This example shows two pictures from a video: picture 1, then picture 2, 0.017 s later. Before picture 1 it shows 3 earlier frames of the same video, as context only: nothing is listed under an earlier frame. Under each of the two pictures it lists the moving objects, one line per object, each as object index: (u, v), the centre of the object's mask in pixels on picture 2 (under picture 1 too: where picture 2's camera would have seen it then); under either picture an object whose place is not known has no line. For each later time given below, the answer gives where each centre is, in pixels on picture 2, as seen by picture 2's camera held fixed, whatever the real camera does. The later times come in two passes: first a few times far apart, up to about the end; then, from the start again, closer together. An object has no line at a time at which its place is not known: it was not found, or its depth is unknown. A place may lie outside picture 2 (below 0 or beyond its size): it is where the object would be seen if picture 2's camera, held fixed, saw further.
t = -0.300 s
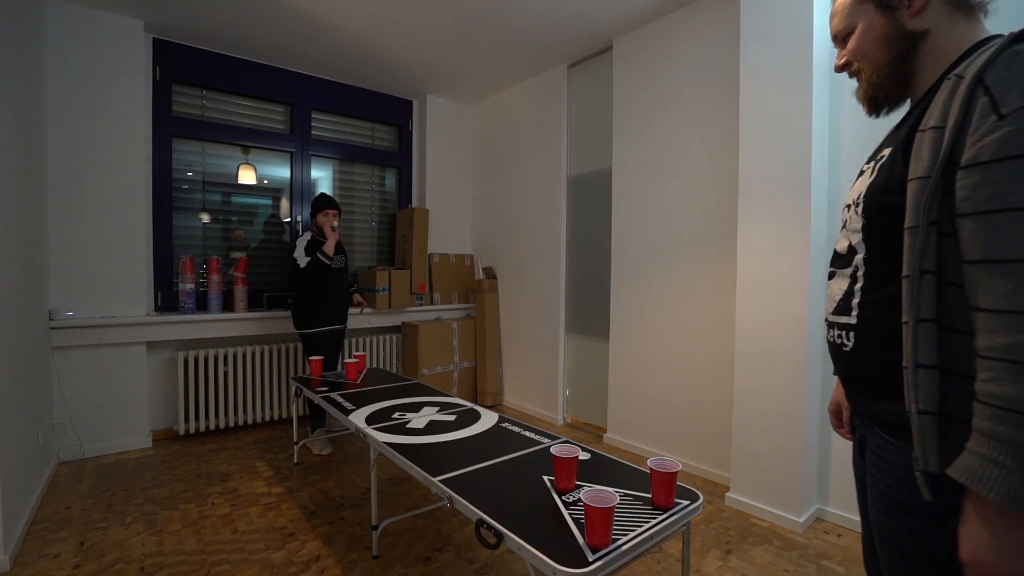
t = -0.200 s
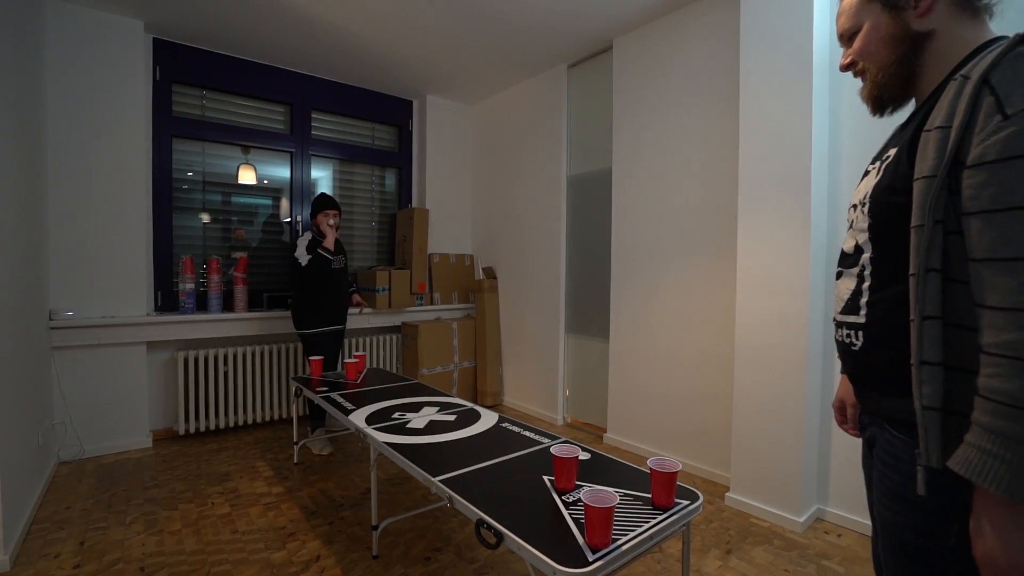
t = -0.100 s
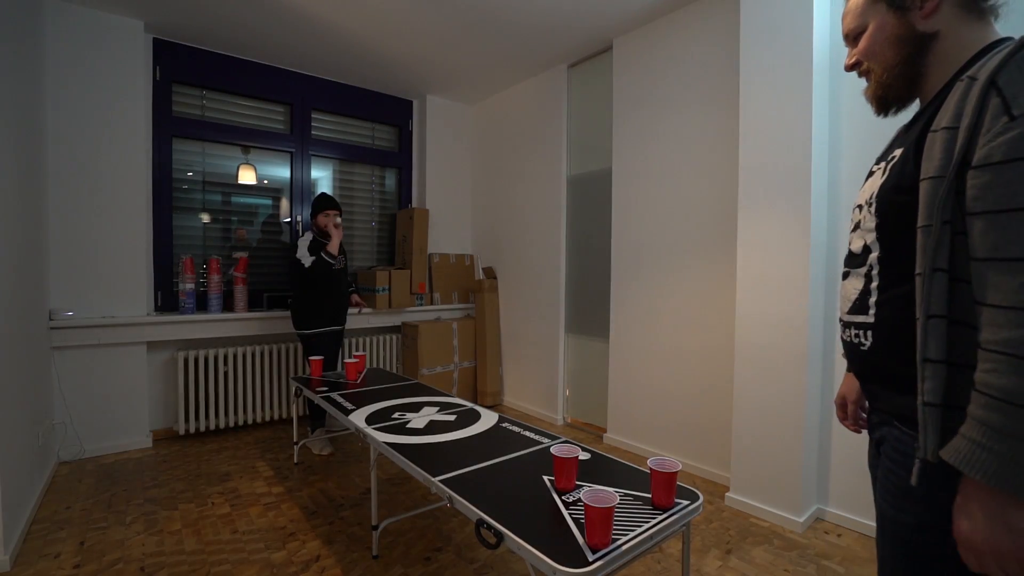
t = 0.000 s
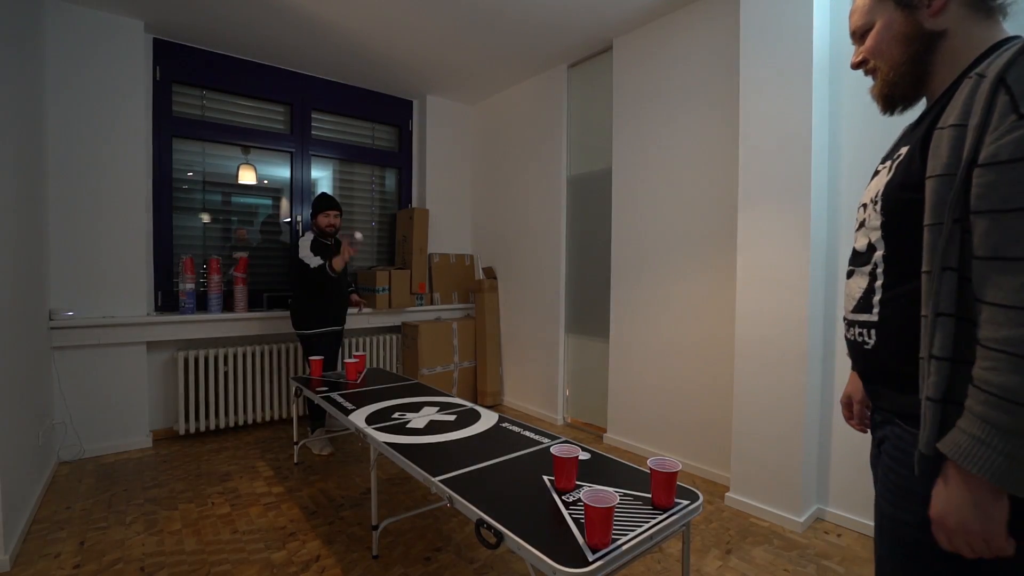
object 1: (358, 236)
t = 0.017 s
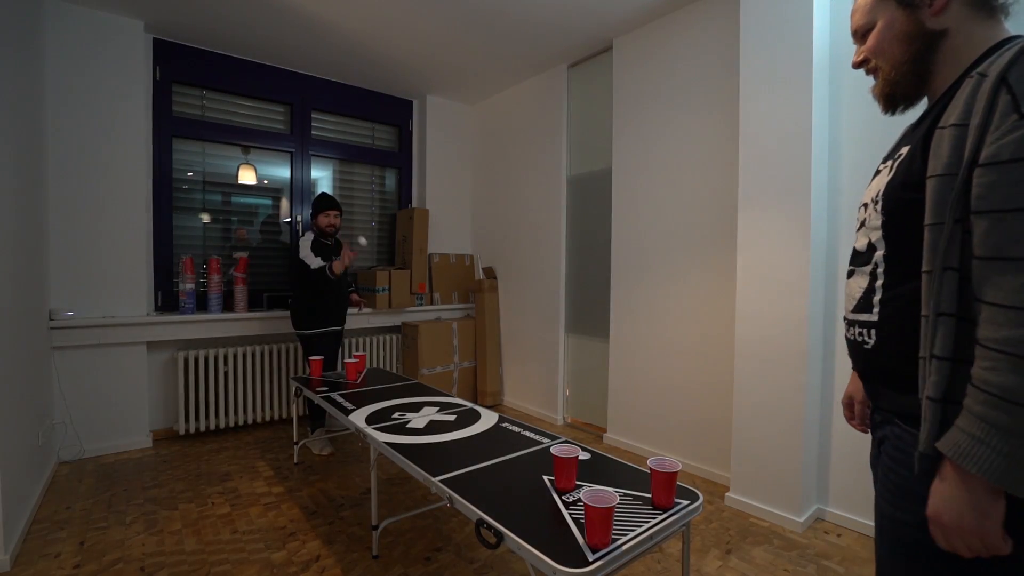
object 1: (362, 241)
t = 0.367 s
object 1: (462, 383)
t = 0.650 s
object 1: (534, 370)
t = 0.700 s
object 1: (549, 394)
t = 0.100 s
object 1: (384, 276)
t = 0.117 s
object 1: (389, 286)
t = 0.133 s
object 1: (394, 297)
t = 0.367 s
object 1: (462, 383)
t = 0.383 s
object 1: (465, 376)
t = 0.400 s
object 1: (469, 370)
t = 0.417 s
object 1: (473, 365)
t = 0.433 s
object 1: (477, 360)
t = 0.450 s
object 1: (480, 357)
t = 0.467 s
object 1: (484, 353)
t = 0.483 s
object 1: (489, 351)
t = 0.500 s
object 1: (493, 349)
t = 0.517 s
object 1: (497, 348)
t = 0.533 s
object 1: (501, 348)
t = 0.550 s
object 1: (506, 348)
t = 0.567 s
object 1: (510, 349)
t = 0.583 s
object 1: (515, 352)
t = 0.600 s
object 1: (520, 355)
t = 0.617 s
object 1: (524, 359)
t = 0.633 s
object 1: (529, 364)
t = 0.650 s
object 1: (534, 370)
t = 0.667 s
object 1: (539, 377)
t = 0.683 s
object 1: (544, 385)
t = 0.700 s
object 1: (549, 394)
